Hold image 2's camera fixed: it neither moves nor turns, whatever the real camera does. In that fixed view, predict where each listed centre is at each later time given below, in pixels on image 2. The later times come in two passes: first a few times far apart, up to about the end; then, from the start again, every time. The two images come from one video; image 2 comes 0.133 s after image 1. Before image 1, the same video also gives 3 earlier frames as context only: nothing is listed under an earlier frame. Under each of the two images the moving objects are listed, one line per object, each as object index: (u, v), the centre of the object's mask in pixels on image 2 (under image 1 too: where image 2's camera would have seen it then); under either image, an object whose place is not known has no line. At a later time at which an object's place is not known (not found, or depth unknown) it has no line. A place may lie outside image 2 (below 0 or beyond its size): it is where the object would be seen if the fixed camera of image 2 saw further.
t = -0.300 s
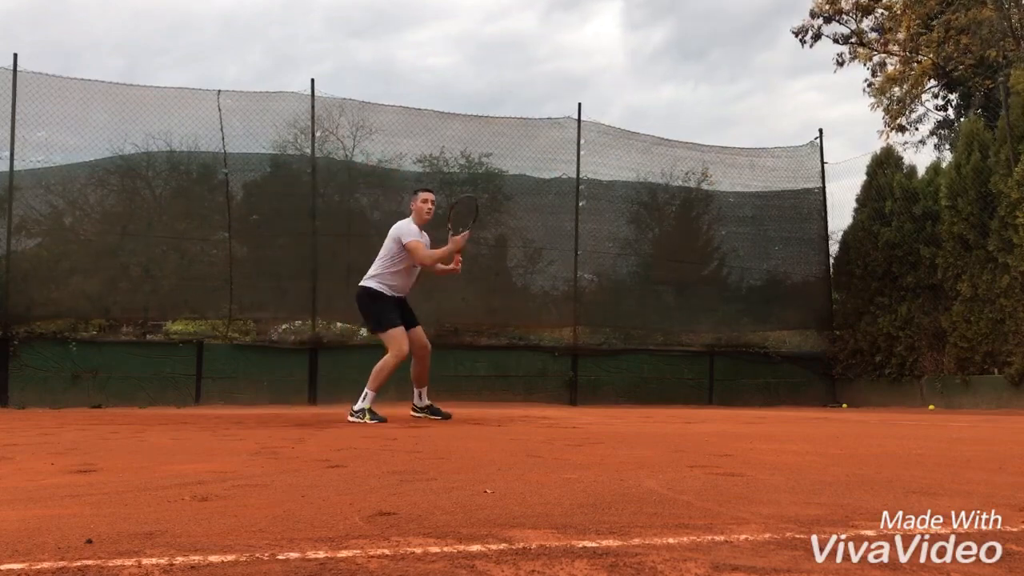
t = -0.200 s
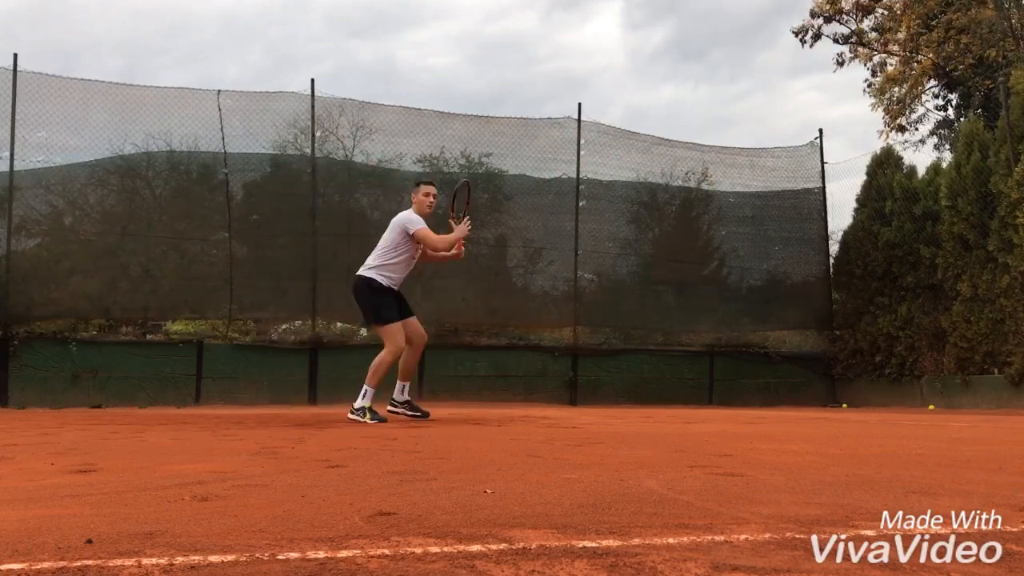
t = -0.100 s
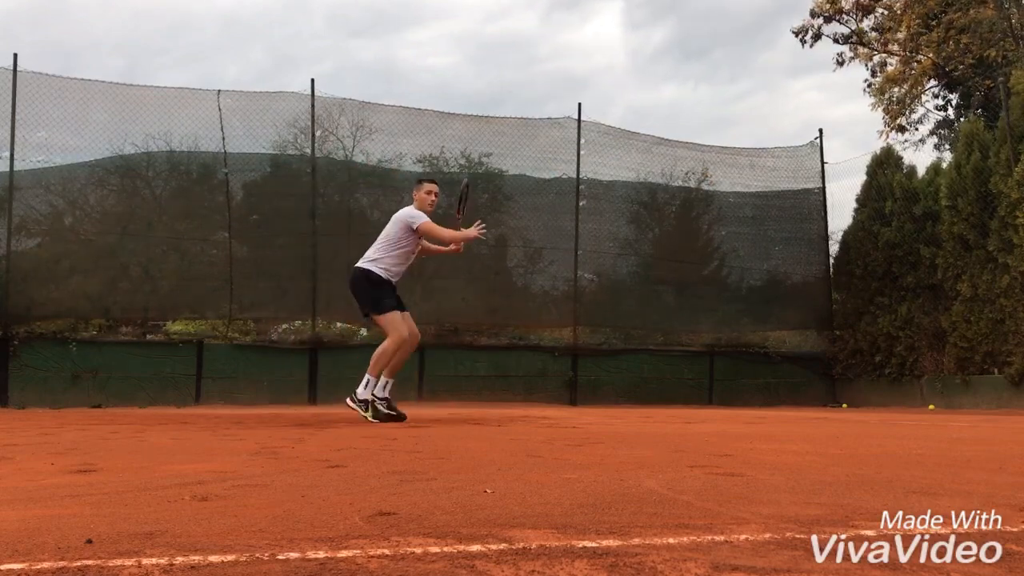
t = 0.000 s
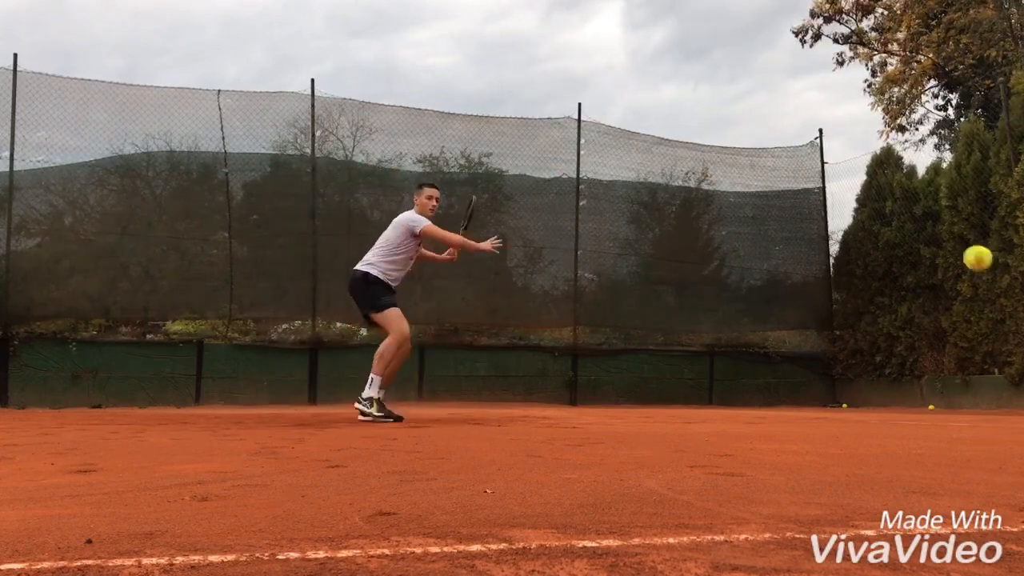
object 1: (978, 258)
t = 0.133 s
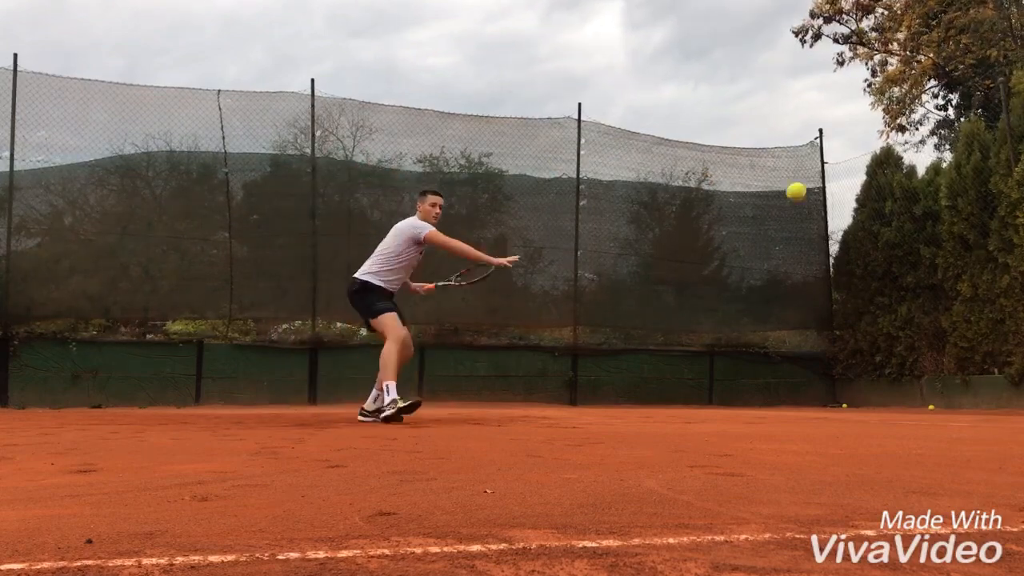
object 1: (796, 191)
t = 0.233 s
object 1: (713, 187)
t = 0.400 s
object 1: (625, 225)
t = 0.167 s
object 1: (765, 187)
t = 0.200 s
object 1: (737, 186)
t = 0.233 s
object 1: (713, 187)
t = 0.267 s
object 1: (692, 192)
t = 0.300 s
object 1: (672, 198)
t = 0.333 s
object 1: (655, 206)
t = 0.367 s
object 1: (639, 215)
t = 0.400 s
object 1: (625, 225)
